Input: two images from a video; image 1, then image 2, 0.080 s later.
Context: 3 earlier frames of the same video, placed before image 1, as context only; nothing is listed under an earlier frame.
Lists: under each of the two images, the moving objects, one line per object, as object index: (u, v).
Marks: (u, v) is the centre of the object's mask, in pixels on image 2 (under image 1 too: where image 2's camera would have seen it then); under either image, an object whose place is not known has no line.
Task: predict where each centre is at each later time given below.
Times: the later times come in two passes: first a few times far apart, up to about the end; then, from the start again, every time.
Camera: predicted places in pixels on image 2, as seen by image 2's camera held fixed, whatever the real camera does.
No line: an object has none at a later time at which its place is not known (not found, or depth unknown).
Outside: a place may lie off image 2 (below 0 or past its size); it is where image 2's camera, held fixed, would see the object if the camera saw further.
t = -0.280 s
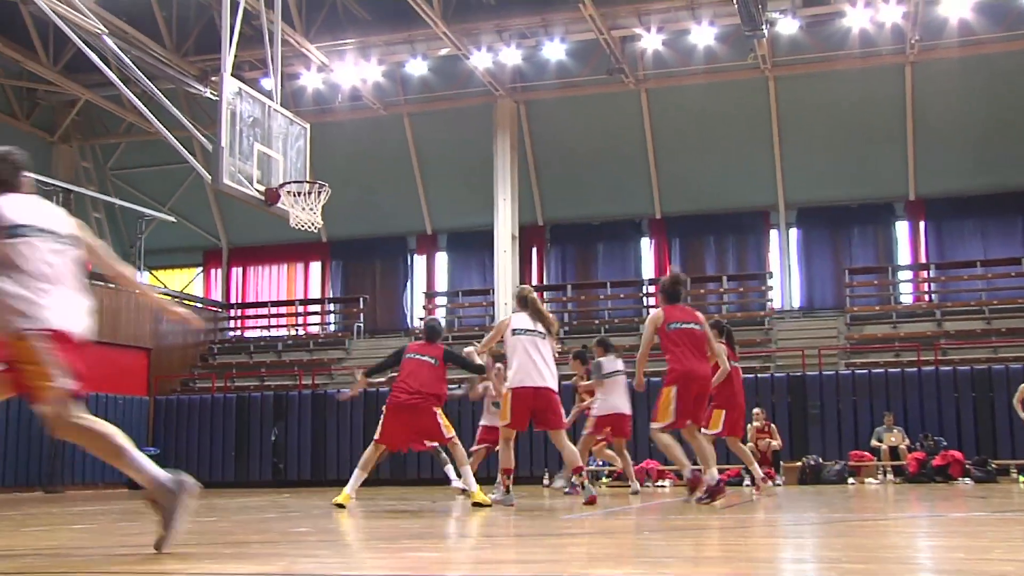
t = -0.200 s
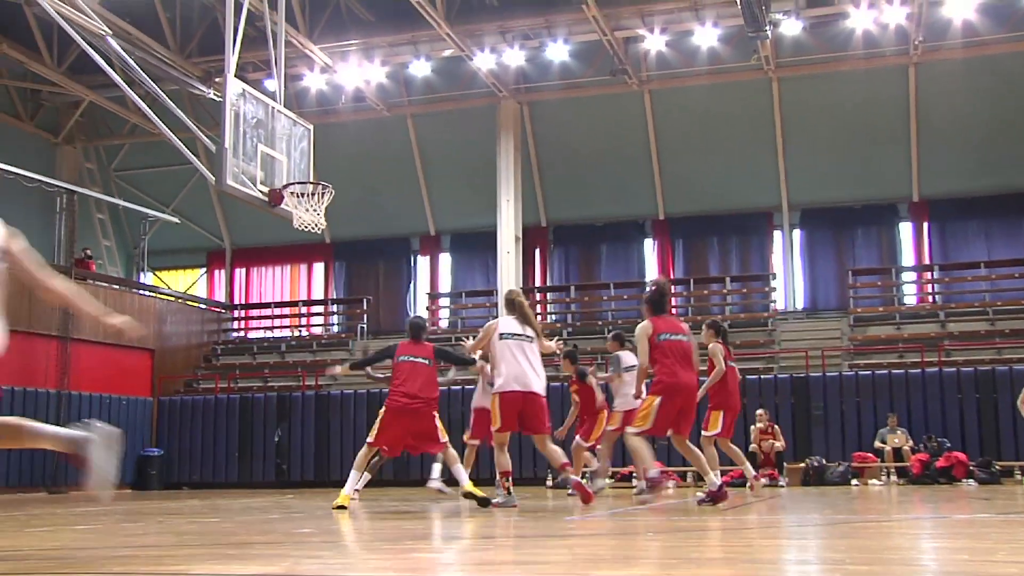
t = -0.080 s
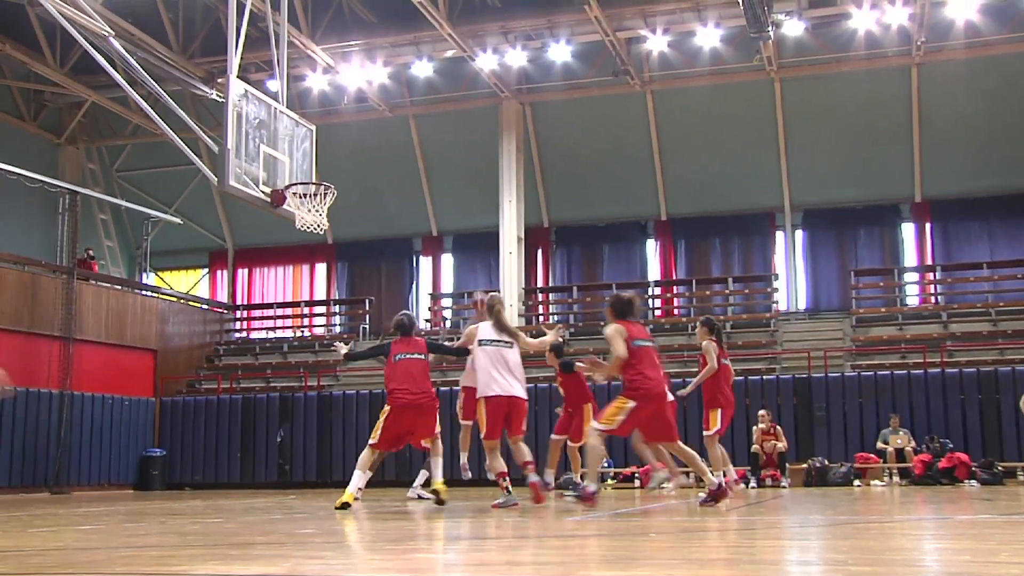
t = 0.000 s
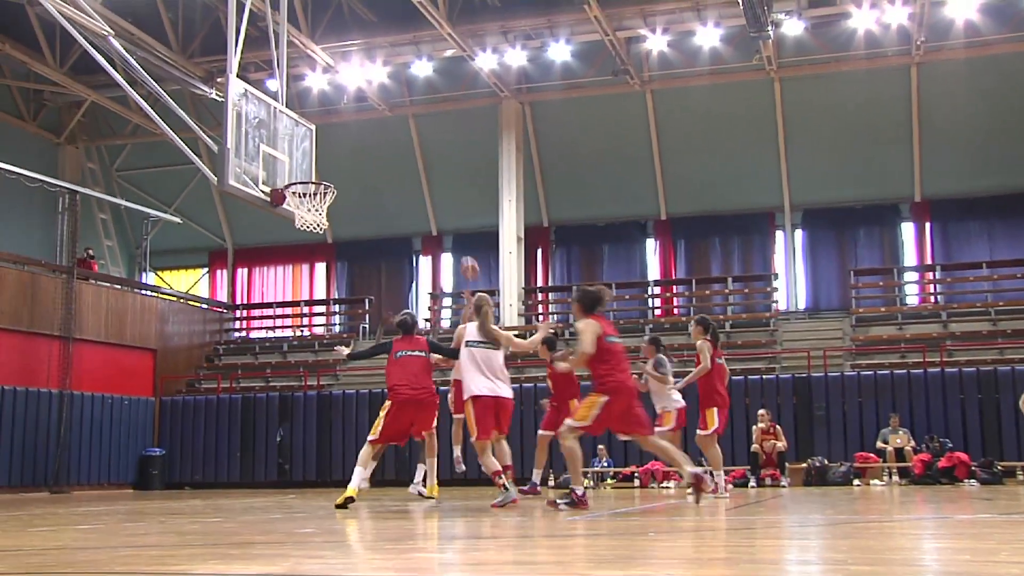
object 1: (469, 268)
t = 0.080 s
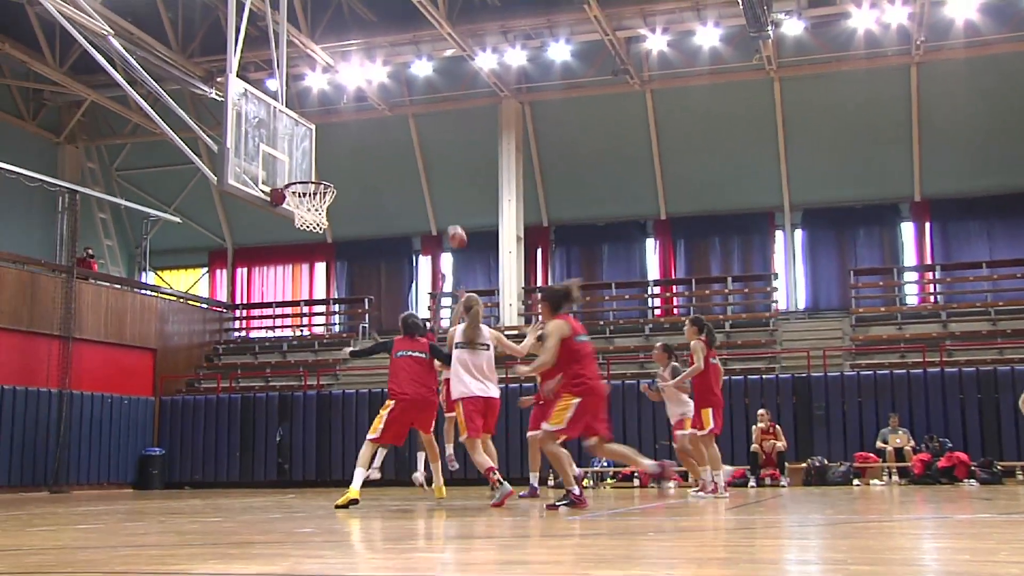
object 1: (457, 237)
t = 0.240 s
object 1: (430, 188)
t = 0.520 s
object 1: (380, 149)
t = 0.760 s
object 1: (332, 169)
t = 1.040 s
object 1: (293, 205)
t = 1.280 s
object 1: (280, 250)
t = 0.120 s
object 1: (450, 223)
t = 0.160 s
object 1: (443, 210)
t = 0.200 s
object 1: (436, 198)
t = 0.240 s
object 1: (430, 188)
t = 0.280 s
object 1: (423, 178)
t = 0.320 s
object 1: (416, 171)
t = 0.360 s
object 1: (409, 164)
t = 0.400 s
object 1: (402, 158)
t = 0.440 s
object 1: (394, 154)
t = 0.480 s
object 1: (387, 151)
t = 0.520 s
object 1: (380, 149)
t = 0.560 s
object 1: (372, 149)
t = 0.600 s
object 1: (364, 150)
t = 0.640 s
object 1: (357, 152)
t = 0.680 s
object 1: (348, 156)
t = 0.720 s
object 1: (341, 161)
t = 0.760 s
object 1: (332, 169)
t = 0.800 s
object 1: (324, 175)
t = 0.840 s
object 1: (315, 187)
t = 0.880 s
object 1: (304, 201)
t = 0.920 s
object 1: (300, 203)
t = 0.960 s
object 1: (297, 202)
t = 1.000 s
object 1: (295, 203)
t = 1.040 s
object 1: (293, 205)
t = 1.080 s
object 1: (292, 208)
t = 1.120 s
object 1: (289, 213)
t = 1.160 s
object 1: (287, 220)
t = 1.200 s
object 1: (285, 229)
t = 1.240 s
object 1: (282, 238)
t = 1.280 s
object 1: (280, 250)
